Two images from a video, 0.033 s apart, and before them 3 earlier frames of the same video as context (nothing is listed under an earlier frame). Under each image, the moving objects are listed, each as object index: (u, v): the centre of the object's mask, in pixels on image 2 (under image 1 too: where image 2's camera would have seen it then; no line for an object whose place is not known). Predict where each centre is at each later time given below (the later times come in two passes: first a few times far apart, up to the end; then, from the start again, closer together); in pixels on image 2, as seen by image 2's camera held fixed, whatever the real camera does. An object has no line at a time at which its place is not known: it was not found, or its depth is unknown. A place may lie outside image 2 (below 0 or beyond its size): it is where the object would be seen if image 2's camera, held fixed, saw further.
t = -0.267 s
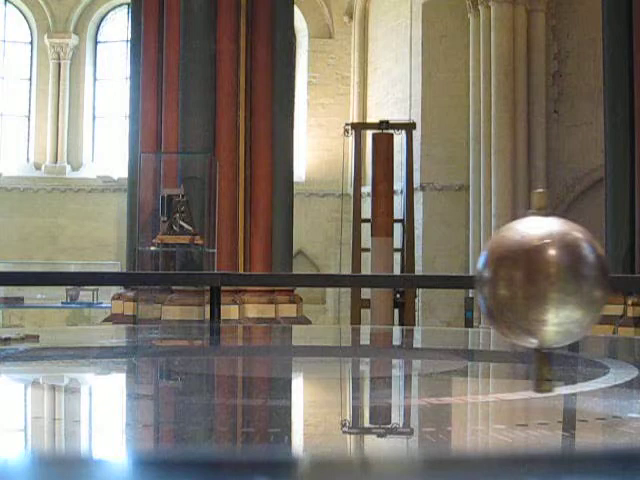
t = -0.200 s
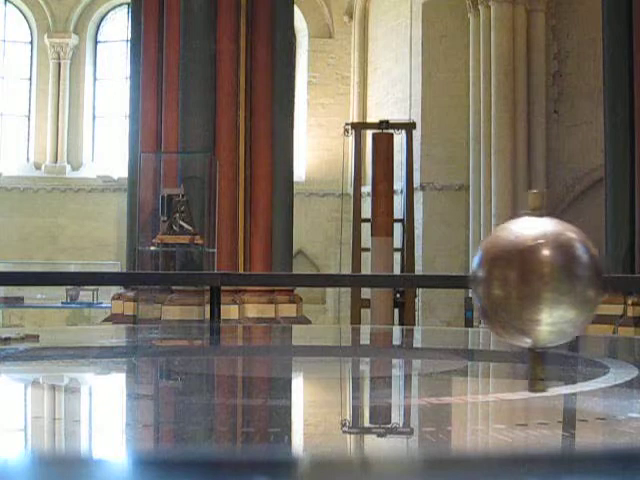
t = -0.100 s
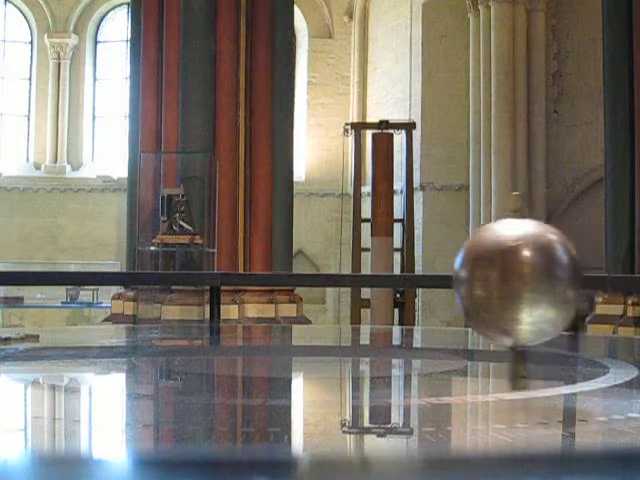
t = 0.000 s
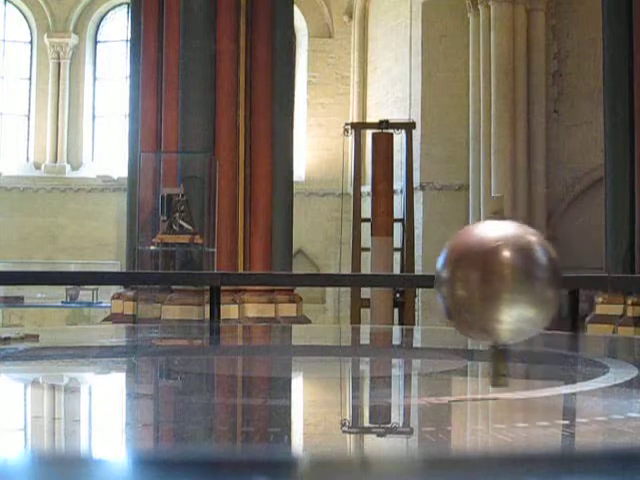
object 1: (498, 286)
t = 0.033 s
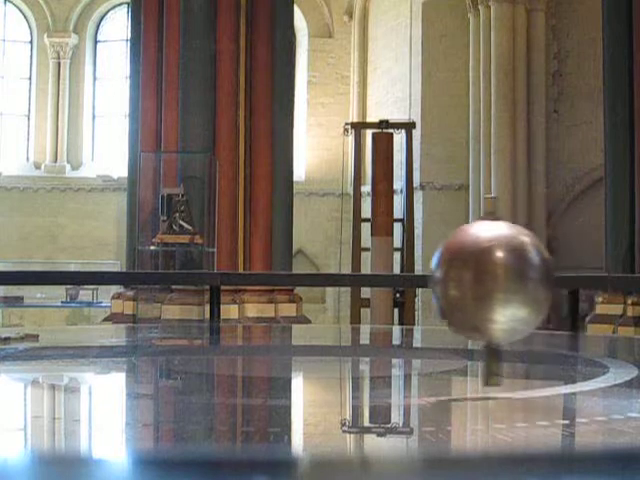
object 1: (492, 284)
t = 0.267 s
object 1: (445, 285)
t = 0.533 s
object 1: (392, 285)
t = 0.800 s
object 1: (341, 285)
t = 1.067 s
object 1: (299, 282)
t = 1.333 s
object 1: (262, 279)
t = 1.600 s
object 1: (229, 277)
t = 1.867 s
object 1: (206, 276)
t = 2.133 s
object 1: (186, 271)
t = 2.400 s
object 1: (173, 270)
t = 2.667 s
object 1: (163, 268)
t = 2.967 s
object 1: (156, 268)
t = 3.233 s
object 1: (155, 268)
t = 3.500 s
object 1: (158, 269)
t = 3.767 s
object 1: (164, 269)
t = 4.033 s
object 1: (176, 269)
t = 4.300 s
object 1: (191, 271)
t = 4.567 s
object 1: (211, 274)
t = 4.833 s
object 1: (235, 276)
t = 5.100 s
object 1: (266, 278)
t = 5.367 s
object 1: (302, 281)
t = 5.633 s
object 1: (343, 283)
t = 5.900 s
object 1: (391, 284)
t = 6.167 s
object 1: (441, 282)
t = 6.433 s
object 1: (492, 284)
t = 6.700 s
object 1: (540, 281)
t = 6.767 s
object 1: (549, 285)
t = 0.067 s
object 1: (485, 285)
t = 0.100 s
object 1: (478, 286)
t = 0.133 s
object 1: (471, 285)
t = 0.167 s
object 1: (464, 285)
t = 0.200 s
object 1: (457, 285)
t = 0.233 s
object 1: (450, 286)
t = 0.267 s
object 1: (445, 285)
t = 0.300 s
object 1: (438, 283)
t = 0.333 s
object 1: (431, 283)
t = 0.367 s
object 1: (425, 283)
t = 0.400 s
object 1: (418, 285)
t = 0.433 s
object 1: (411, 285)
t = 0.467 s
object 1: (404, 284)
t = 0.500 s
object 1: (398, 285)
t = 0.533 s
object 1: (392, 285)
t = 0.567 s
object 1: (385, 285)
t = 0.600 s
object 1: (379, 283)
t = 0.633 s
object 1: (373, 282)
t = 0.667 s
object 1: (367, 285)
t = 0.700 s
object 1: (360, 285)
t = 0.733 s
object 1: (354, 285)
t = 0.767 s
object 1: (347, 285)
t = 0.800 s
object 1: (341, 285)
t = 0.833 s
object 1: (336, 284)
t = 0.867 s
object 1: (331, 282)
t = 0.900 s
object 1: (325, 284)
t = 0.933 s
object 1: (319, 284)
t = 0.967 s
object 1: (312, 284)
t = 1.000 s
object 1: (309, 283)
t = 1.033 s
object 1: (304, 282)
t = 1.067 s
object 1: (299, 282)
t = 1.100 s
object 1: (294, 280)
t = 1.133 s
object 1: (289, 279)
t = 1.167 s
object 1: (285, 281)
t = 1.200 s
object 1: (280, 281)
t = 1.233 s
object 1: (275, 280)
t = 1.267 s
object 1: (271, 280)
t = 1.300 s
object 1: (267, 279)
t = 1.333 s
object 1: (262, 279)
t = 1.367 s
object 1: (257, 279)
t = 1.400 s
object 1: (253, 278)
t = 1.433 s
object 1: (248, 278)
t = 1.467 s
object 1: (244, 278)
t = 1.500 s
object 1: (240, 278)
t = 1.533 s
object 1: (237, 278)
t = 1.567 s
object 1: (233, 278)
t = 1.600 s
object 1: (229, 277)
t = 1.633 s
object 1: (226, 279)
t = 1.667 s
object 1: (223, 278)
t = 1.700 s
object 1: (220, 277)
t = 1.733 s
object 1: (217, 276)
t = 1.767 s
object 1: (215, 276)
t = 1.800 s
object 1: (211, 276)
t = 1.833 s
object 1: (208, 277)
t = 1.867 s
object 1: (206, 276)
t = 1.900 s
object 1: (203, 276)
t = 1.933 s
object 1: (199, 273)
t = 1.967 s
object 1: (196, 273)
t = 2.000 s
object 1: (195, 272)
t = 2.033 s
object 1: (192, 272)
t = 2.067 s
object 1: (190, 272)
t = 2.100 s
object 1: (188, 272)
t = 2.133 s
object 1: (186, 271)
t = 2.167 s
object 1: (184, 271)
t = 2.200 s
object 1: (182, 271)
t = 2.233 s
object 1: (180, 271)
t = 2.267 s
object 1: (179, 270)
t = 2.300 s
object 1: (177, 270)
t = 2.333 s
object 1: (175, 270)
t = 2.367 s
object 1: (173, 270)
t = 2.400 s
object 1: (173, 270)
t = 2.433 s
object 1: (170, 270)
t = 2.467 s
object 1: (169, 270)
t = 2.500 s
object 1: (168, 269)
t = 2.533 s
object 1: (167, 269)
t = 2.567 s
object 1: (166, 269)
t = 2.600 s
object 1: (165, 269)
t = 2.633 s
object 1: (164, 269)
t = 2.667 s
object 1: (163, 268)
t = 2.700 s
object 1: (162, 268)
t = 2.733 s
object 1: (161, 268)
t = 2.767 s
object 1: (161, 268)
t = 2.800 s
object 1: (160, 268)
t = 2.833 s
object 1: (159, 268)
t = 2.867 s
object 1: (158, 268)
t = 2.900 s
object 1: (157, 268)
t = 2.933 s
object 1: (156, 269)
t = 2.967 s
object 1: (156, 268)
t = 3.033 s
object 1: (155, 268)
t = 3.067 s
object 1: (155, 268)
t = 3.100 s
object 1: (155, 268)
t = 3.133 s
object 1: (155, 268)
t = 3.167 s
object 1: (155, 268)
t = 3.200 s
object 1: (155, 268)
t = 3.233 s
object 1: (155, 268)
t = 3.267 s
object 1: (155, 268)
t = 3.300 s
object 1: (155, 268)
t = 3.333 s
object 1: (155, 268)
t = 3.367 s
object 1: (156, 268)
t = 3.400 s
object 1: (156, 268)
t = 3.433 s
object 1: (157, 268)
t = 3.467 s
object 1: (157, 268)
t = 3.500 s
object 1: (158, 269)
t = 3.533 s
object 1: (158, 268)
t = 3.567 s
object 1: (159, 268)
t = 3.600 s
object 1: (160, 269)
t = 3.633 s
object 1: (160, 269)
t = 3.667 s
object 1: (161, 269)
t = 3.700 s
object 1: (162, 269)
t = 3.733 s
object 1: (163, 269)
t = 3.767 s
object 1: (164, 269)
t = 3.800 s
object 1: (166, 269)
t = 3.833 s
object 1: (167, 269)
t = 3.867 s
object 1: (169, 269)
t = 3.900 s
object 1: (170, 269)
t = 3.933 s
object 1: (171, 269)
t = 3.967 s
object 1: (173, 270)
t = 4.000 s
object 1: (174, 269)
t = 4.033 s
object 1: (176, 269)
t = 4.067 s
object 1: (177, 269)
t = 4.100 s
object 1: (179, 269)
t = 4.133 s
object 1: (180, 270)
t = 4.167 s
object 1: (183, 270)
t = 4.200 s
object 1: (185, 270)
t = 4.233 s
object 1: (187, 270)
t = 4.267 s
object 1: (189, 271)
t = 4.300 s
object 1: (191, 271)
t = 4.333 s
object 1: (193, 271)
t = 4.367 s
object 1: (196, 271)
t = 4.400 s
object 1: (198, 271)
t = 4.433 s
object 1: (199, 272)
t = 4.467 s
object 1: (201, 272)
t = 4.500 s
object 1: (205, 272)
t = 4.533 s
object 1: (208, 274)
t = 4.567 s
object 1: (211, 274)
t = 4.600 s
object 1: (214, 275)
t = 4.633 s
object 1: (216, 275)
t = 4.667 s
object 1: (219, 276)
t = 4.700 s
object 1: (221, 276)
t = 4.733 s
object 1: (225, 276)
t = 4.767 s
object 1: (228, 274)
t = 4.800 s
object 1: (231, 276)
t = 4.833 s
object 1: (235, 276)
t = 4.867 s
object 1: (238, 276)
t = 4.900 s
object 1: (242, 276)
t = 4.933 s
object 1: (245, 276)
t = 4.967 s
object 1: (249, 277)
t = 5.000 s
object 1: (253, 278)
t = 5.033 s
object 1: (258, 277)
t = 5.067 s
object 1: (262, 278)
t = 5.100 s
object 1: (266, 278)
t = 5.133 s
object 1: (270, 278)
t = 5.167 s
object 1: (275, 279)
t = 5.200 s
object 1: (279, 280)
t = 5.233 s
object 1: (284, 280)
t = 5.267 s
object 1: (288, 280)
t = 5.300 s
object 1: (292, 280)
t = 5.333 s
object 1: (297, 281)
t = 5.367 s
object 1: (302, 281)
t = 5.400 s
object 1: (307, 281)
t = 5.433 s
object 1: (311, 281)
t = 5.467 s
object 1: (315, 282)
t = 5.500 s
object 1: (321, 282)
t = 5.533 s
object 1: (326, 282)
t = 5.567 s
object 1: (332, 282)
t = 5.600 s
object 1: (337, 283)
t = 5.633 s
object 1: (343, 283)
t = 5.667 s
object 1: (348, 283)
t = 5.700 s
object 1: (355, 284)
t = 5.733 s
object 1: (360, 283)
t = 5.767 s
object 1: (366, 287)
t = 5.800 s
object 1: (372, 285)
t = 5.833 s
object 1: (378, 282)
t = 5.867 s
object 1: (384, 282)
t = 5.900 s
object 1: (391, 284)
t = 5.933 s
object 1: (396, 283)
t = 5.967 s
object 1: (401, 283)
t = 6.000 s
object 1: (408, 282)
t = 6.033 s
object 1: (414, 284)
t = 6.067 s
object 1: (421, 284)
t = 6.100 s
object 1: (427, 283)
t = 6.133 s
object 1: (434, 284)
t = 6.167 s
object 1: (441, 282)
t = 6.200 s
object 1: (446, 283)
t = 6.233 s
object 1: (453, 284)
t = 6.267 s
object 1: (458, 283)
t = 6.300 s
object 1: (465, 284)
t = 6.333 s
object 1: (473, 283)
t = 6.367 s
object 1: (479, 284)
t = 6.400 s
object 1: (486, 285)
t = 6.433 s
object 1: (492, 284)
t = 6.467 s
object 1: (498, 284)
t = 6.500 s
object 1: (504, 283)
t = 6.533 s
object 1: (511, 286)
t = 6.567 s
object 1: (517, 286)
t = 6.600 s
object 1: (523, 286)
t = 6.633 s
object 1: (529, 285)
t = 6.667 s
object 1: (535, 283)
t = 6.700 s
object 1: (540, 281)
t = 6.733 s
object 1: (546, 286)
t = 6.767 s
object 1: (549, 285)
